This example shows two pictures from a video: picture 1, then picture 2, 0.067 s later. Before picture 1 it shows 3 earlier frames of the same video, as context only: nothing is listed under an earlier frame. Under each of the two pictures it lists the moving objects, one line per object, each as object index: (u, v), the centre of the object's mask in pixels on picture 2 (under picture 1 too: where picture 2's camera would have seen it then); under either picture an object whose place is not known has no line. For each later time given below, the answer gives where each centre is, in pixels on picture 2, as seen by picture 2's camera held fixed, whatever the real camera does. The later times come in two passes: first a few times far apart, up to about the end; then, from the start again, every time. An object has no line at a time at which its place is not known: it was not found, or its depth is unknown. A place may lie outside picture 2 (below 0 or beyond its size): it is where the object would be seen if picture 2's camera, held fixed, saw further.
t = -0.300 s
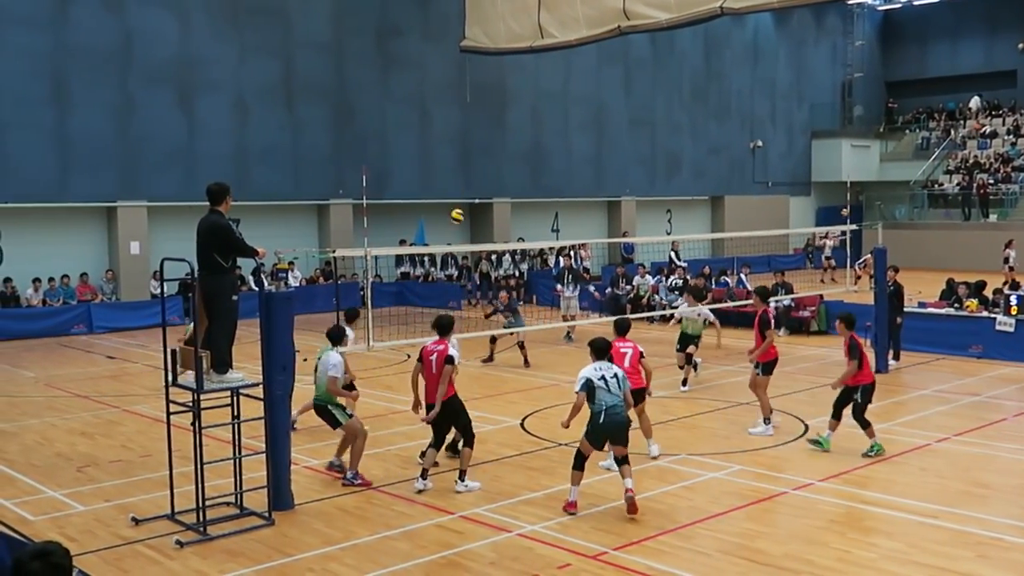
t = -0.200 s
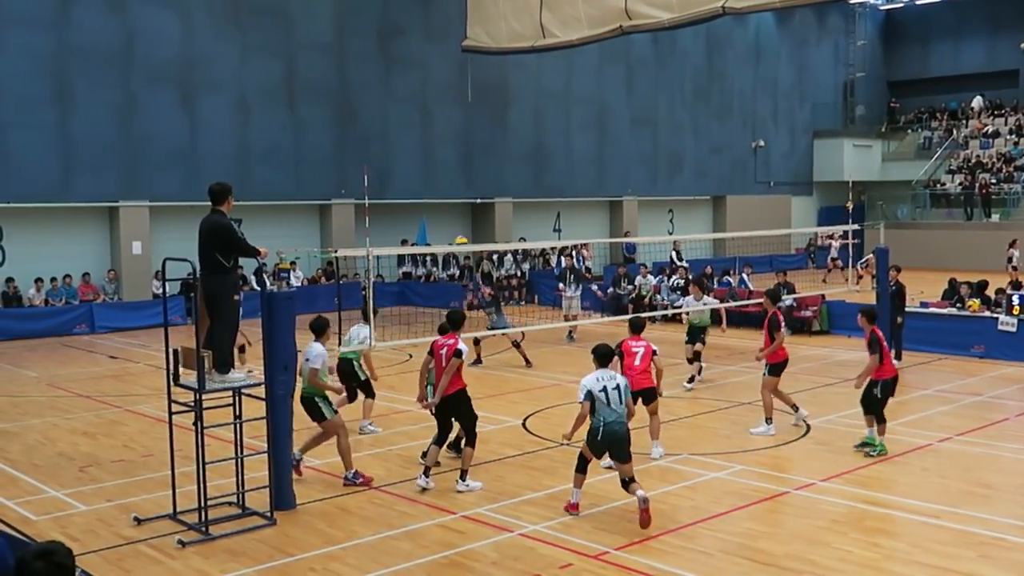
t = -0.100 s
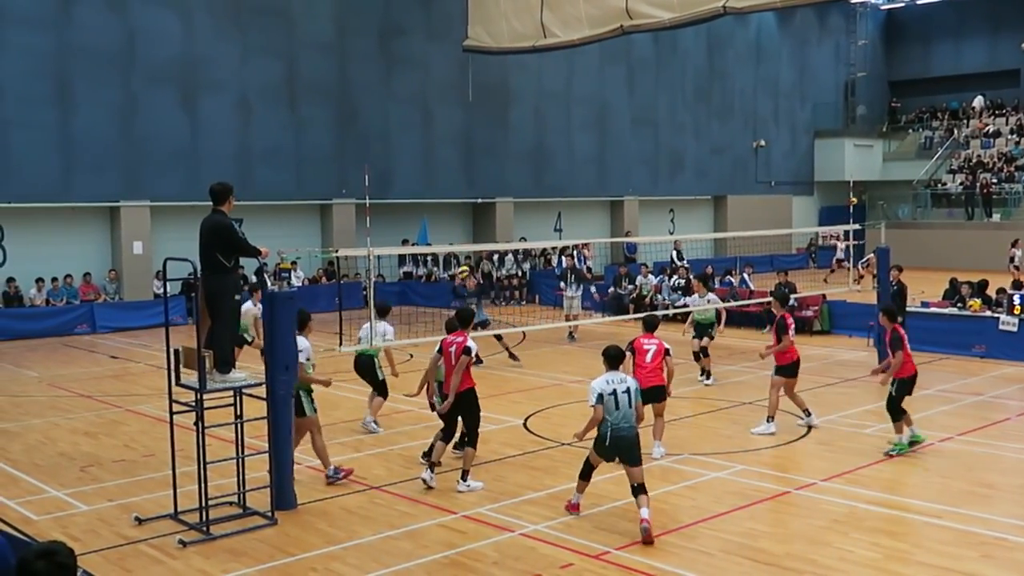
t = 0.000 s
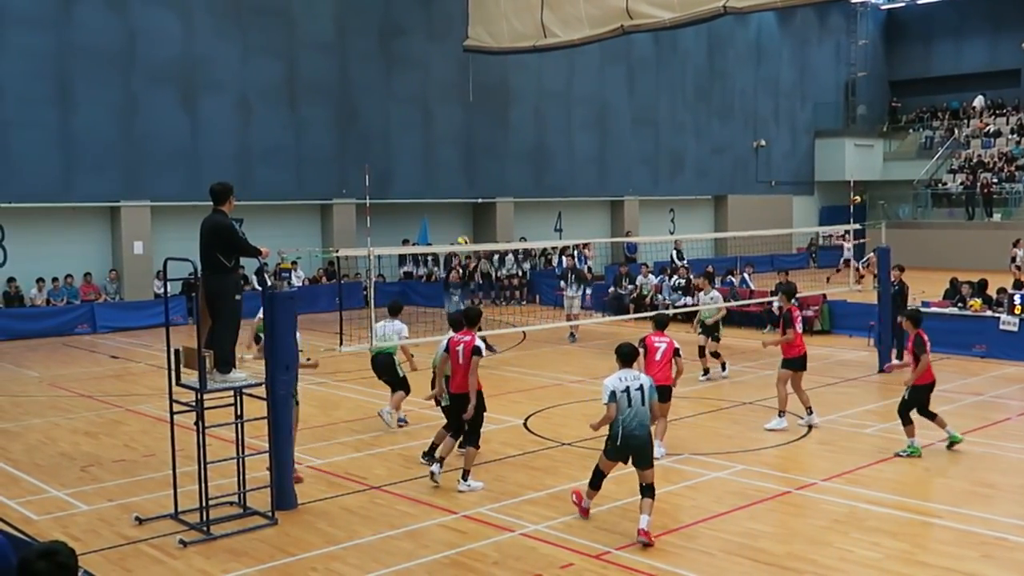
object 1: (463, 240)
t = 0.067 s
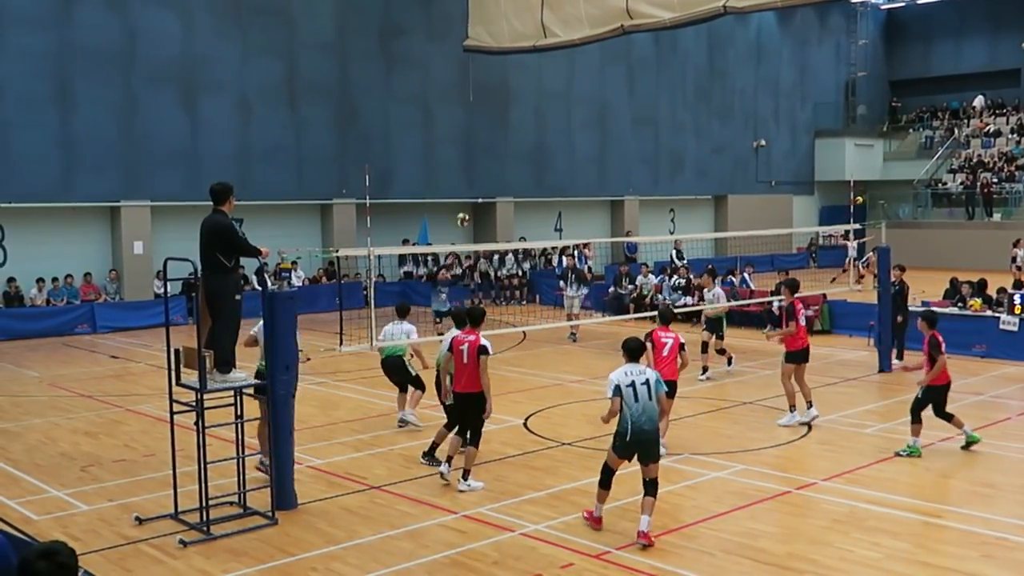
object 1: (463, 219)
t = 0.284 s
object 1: (462, 162)
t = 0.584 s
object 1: (464, 128)
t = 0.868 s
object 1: (466, 146)
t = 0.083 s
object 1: (463, 214)
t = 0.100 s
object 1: (463, 209)
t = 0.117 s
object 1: (462, 204)
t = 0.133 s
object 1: (462, 199)
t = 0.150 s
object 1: (462, 194)
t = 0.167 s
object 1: (462, 189)
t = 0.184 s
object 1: (462, 185)
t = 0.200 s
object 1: (462, 181)
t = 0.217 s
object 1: (462, 177)
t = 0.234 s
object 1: (462, 173)
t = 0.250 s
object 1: (462, 169)
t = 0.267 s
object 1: (462, 165)
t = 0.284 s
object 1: (462, 162)
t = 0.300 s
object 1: (462, 159)
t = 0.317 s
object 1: (462, 156)
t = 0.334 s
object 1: (462, 153)
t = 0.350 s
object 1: (463, 150)
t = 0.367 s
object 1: (462, 148)
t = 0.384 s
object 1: (462, 145)
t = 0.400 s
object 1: (462, 142)
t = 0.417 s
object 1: (462, 140)
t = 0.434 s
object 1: (462, 138)
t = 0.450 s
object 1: (462, 136)
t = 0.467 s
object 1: (463, 134)
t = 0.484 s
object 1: (463, 133)
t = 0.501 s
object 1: (463, 131)
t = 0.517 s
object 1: (463, 130)
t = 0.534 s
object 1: (463, 129)
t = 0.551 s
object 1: (464, 129)
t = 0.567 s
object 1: (464, 128)
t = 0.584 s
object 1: (464, 128)
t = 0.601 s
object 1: (464, 127)
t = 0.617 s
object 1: (464, 127)
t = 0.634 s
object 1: (464, 128)
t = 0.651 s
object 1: (464, 128)
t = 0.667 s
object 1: (464, 127)
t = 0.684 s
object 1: (464, 127)
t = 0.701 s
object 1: (464, 128)
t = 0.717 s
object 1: (464, 129)
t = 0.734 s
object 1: (464, 130)
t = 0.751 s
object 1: (464, 131)
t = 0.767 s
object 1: (465, 133)
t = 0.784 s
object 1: (465, 135)
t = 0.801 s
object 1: (466, 136)
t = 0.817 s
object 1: (466, 138)
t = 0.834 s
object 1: (466, 141)
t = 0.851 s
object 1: (466, 144)
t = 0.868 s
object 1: (466, 146)
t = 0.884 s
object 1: (467, 149)
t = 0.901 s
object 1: (467, 153)
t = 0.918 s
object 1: (467, 155)
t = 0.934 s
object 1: (467, 158)
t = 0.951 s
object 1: (467, 161)
